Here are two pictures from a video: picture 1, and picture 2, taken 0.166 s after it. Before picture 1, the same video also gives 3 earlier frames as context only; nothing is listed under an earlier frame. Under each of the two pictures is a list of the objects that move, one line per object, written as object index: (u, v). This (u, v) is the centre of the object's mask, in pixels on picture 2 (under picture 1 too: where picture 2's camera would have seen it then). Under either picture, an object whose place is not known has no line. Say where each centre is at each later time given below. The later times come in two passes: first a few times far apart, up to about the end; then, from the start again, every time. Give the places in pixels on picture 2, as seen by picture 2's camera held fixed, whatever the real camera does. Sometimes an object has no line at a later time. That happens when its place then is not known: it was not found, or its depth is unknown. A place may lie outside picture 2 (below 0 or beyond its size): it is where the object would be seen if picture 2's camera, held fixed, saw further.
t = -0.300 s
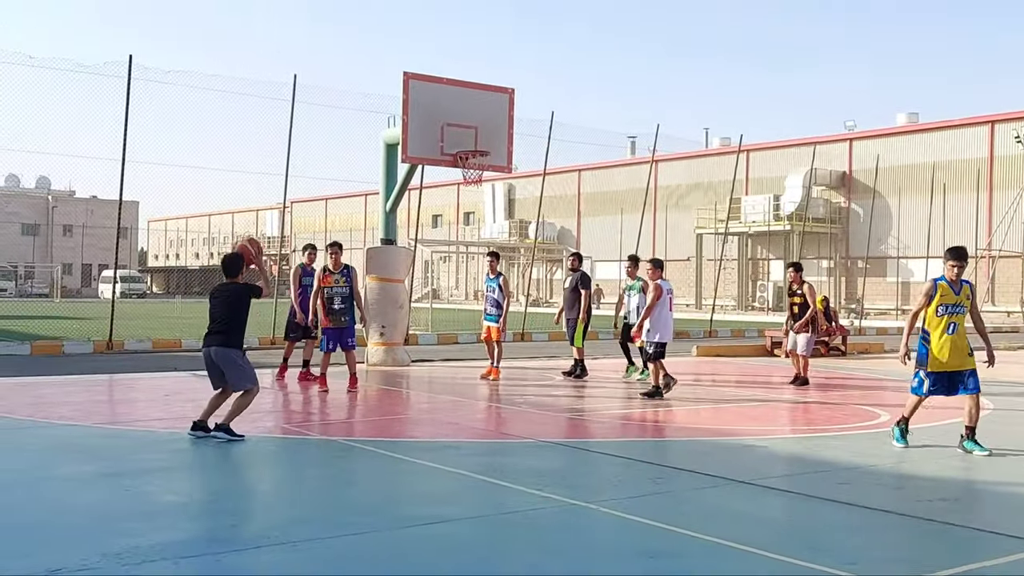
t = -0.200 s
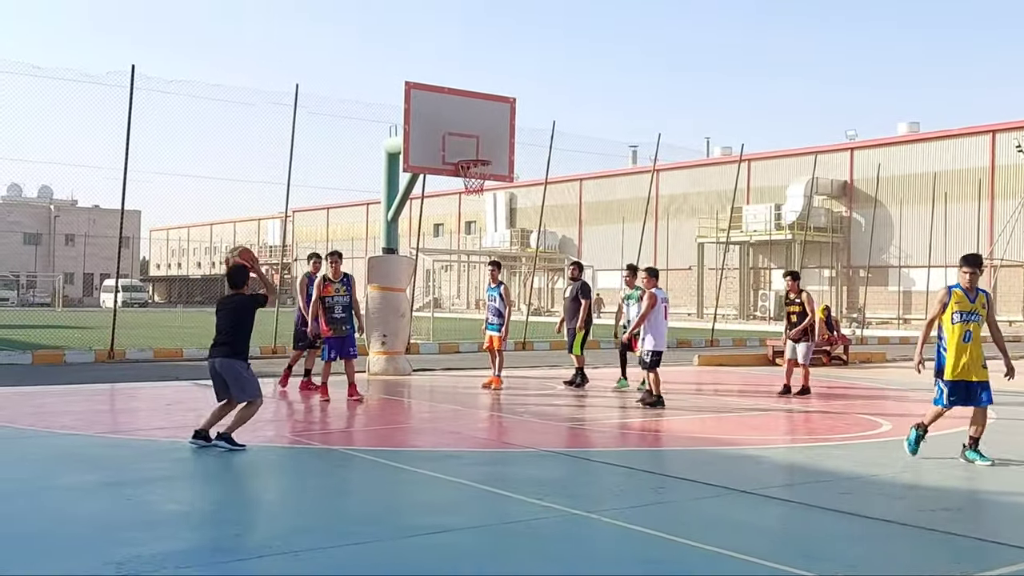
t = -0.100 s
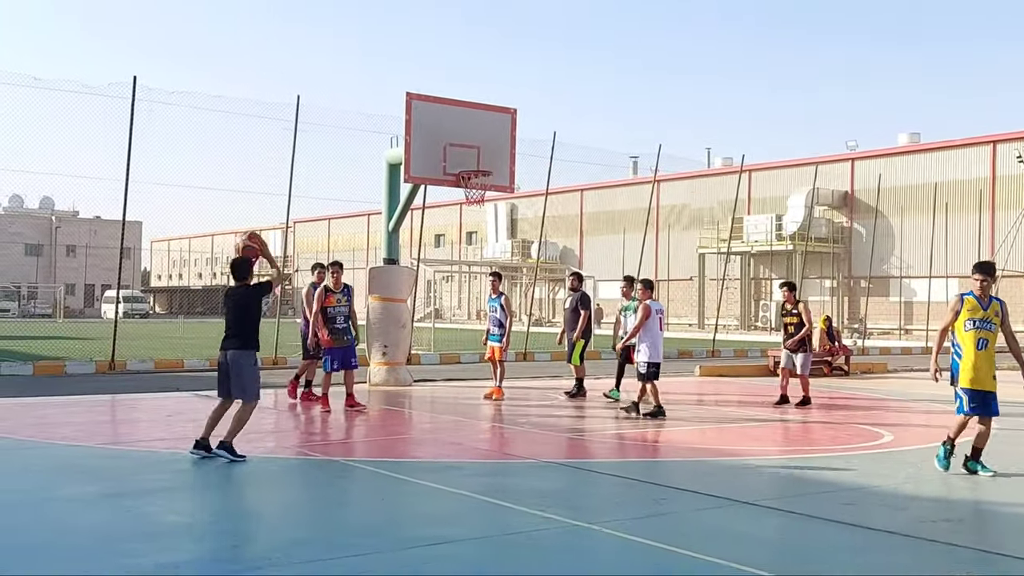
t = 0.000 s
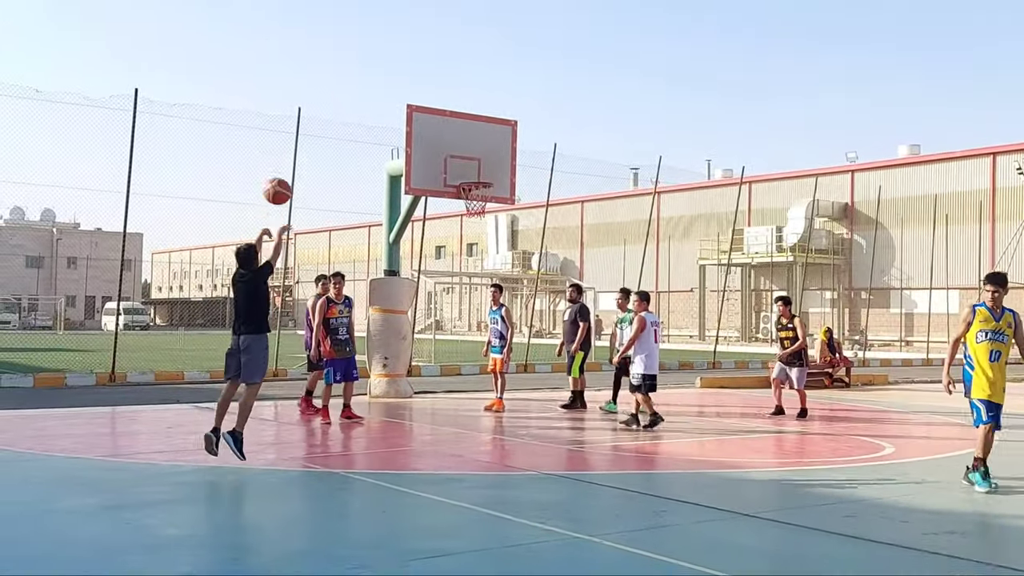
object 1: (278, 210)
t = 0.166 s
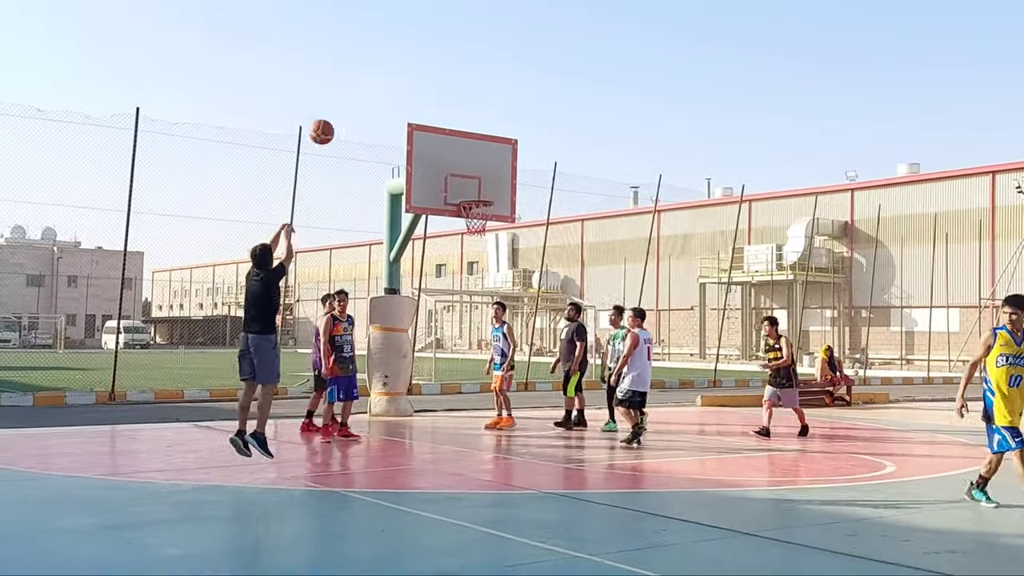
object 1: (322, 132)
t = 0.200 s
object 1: (329, 121)
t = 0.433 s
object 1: (375, 84)
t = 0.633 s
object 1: (406, 95)
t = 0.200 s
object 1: (329, 121)
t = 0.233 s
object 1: (337, 112)
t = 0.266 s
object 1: (344, 104)
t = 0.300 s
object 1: (350, 98)
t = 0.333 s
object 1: (357, 93)
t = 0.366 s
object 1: (364, 89)
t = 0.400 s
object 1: (369, 86)
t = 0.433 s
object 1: (375, 84)
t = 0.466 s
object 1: (381, 84)
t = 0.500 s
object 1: (386, 84)
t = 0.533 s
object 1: (391, 86)
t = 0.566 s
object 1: (396, 88)
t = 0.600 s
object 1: (401, 91)
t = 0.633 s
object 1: (406, 95)
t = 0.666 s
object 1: (410, 99)
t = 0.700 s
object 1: (415, 105)
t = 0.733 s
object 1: (419, 111)
